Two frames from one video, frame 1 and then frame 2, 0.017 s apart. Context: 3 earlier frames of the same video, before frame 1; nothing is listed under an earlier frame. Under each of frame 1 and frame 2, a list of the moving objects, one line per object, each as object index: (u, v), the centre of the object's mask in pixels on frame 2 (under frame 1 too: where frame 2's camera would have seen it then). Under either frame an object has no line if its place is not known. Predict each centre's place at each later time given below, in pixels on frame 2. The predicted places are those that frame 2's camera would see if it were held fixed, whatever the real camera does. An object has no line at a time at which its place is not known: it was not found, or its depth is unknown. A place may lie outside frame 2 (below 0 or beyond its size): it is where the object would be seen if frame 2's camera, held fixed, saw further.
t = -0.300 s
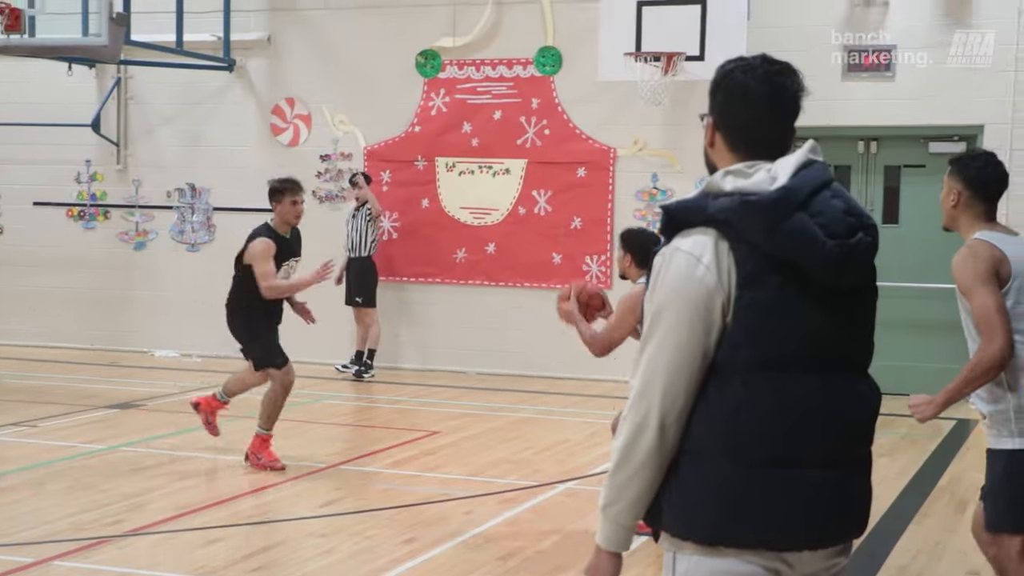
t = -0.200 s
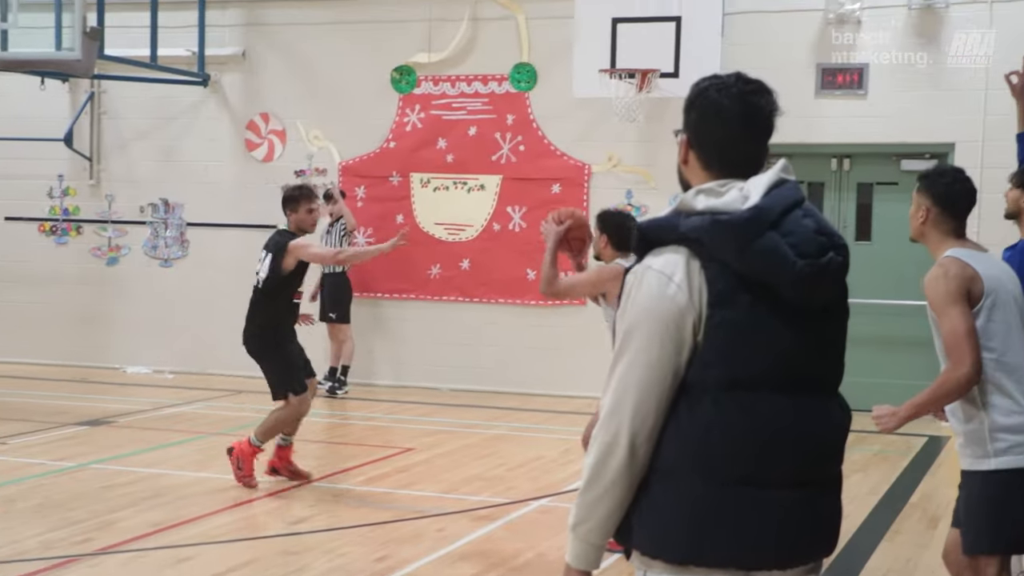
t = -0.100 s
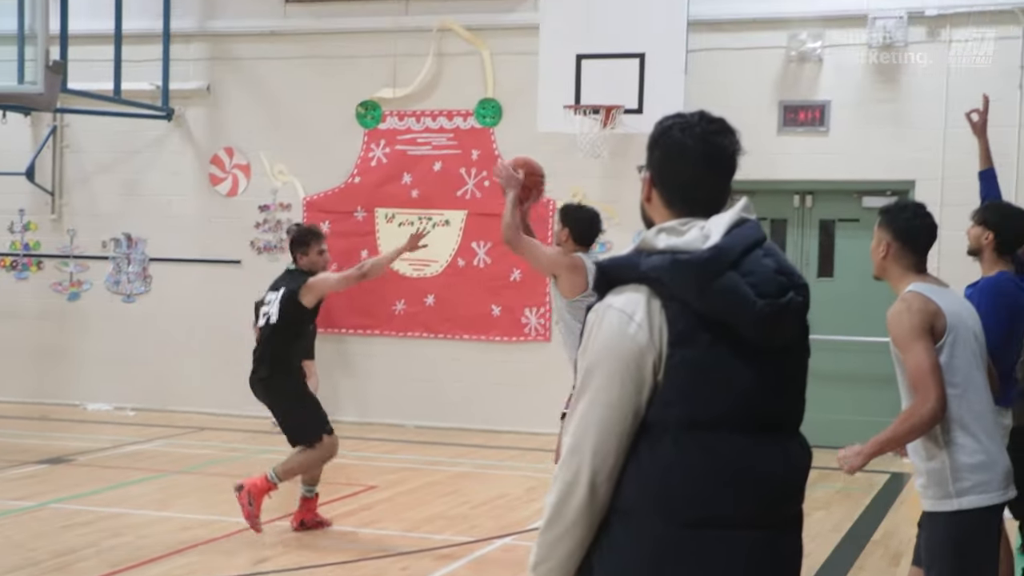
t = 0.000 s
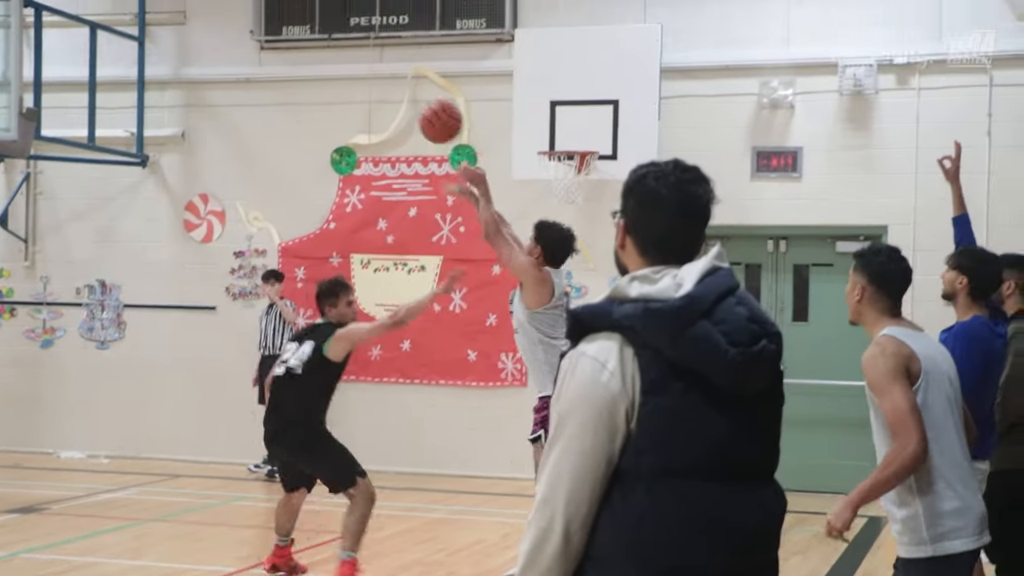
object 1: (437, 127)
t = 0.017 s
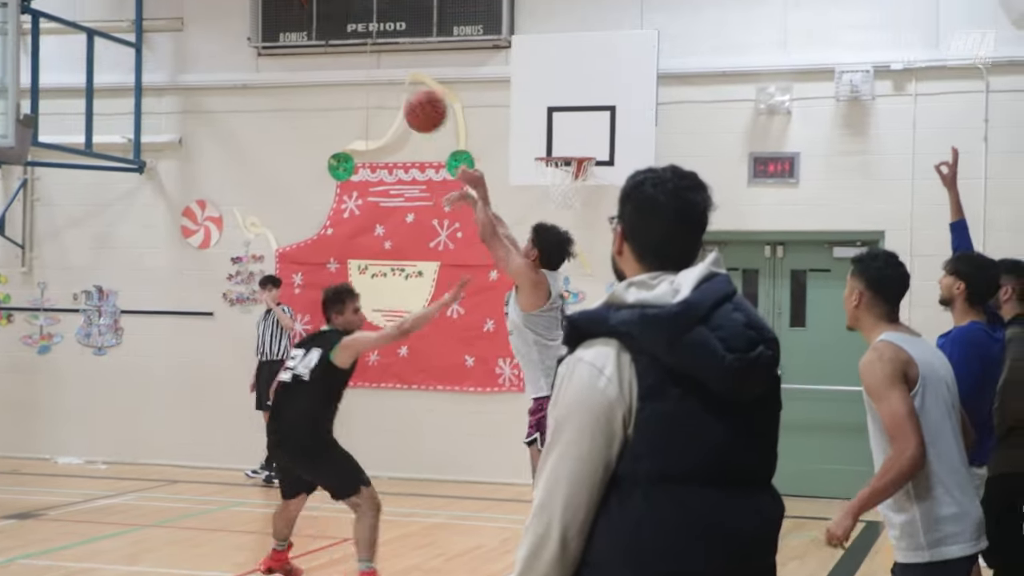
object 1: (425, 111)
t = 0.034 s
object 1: (414, 96)
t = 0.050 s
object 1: (402, 81)
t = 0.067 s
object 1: (390, 68)
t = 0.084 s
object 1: (379, 54)
